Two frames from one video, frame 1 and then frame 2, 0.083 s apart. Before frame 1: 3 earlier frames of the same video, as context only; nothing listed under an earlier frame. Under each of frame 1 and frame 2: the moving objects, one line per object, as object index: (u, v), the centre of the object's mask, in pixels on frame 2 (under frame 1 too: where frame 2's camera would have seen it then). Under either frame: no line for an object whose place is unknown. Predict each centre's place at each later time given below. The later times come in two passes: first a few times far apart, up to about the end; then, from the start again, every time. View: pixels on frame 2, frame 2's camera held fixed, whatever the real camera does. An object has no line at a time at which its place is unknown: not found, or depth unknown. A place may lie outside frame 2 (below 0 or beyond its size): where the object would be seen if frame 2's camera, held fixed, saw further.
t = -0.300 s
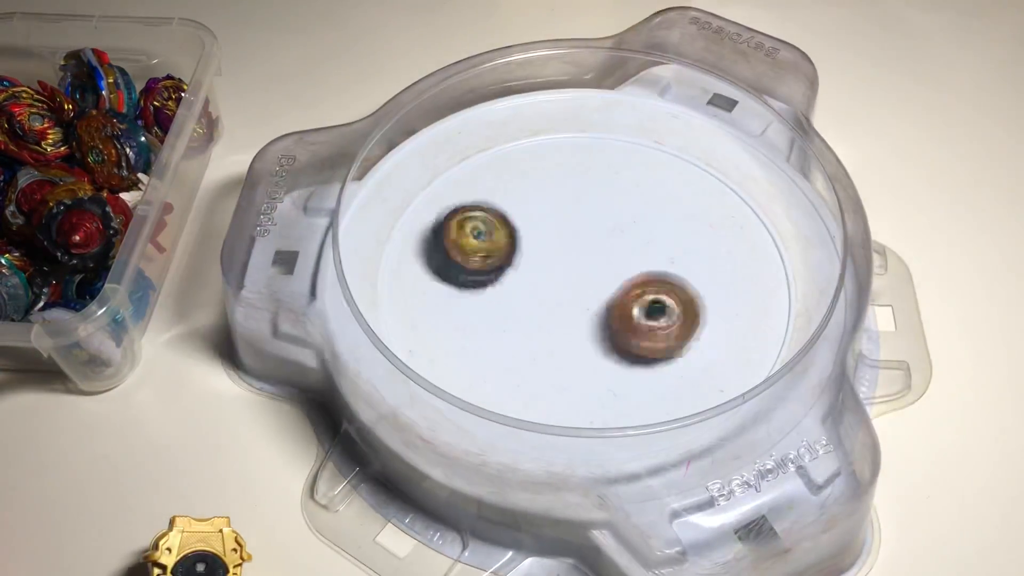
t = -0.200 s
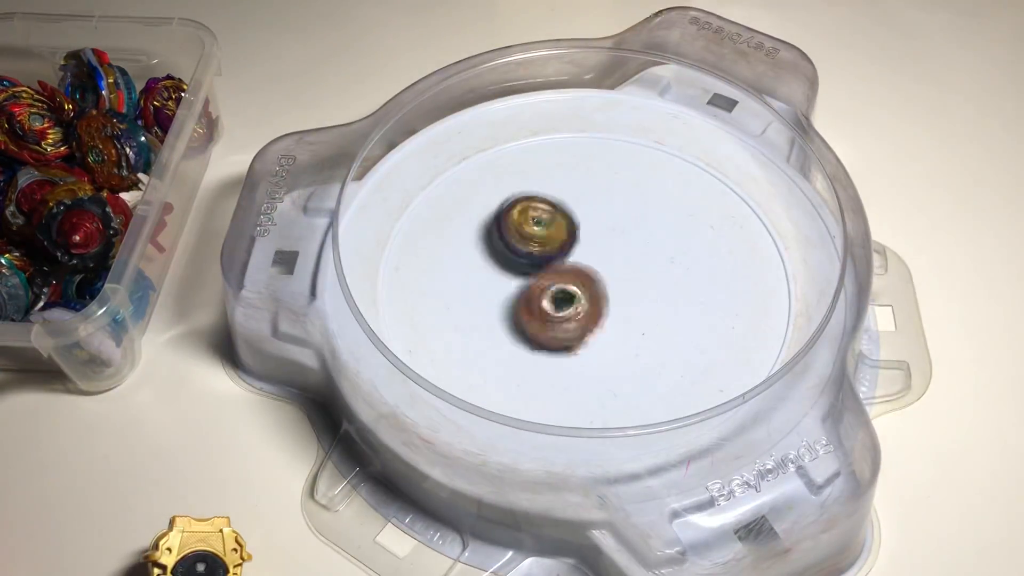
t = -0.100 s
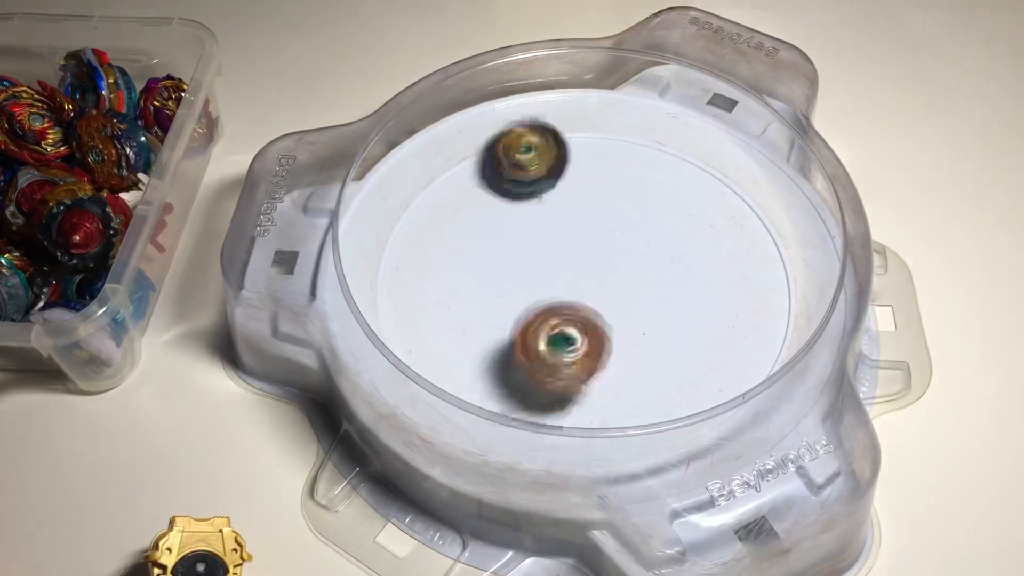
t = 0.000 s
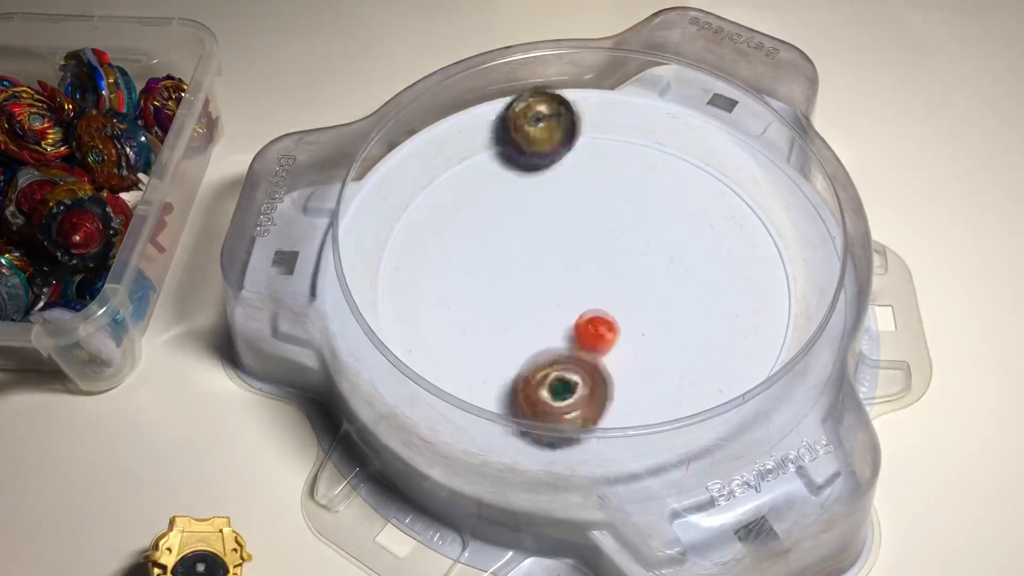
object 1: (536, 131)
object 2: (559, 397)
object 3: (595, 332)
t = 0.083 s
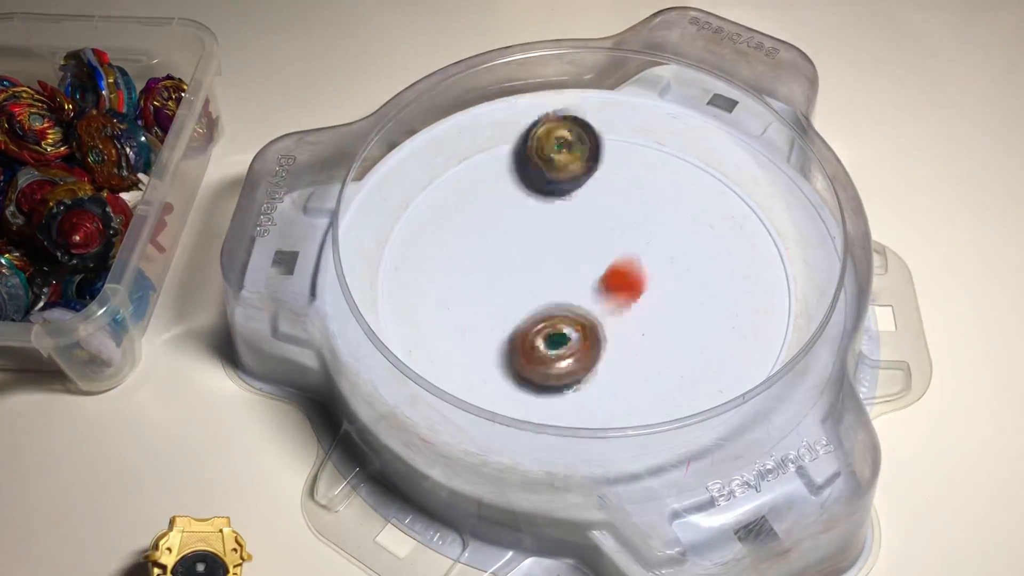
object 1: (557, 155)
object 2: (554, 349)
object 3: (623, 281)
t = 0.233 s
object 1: (548, 121)
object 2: (795, 455)
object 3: (699, 90)
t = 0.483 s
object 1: (568, 196)
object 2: (590, 405)
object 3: (689, 73)
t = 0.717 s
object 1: (620, 251)
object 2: (427, 334)
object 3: (695, 69)
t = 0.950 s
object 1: (630, 274)
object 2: (451, 322)
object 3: (697, 67)
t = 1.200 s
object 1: (629, 278)
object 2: (499, 312)
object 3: (697, 68)
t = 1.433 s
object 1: (626, 284)
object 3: (697, 67)
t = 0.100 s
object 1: (561, 160)
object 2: (558, 337)
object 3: (641, 245)
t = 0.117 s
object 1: (564, 168)
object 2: (564, 303)
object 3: (654, 210)
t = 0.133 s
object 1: (569, 174)
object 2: (568, 279)
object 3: (670, 172)
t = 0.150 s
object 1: (571, 181)
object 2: (573, 260)
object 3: (684, 137)
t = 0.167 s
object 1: (569, 175)
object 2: (611, 296)
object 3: (695, 106)
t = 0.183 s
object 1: (562, 158)
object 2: (658, 350)
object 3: (709, 80)
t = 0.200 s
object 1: (557, 145)
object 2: (707, 399)
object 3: (719, 61)
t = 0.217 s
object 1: (551, 133)
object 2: (748, 426)
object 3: (708, 77)
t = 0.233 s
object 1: (548, 121)
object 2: (795, 455)
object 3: (699, 90)
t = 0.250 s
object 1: (542, 115)
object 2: (801, 482)
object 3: (699, 90)
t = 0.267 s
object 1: (539, 107)
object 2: (798, 491)
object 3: (701, 89)
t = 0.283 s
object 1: (538, 106)
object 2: (783, 483)
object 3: (701, 87)
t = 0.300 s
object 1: (539, 109)
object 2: (785, 483)
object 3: (699, 84)
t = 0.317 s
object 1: (540, 114)
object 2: (783, 489)
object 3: (700, 75)
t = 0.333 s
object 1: (542, 121)
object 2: (772, 494)
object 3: (699, 74)
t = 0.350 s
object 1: (544, 128)
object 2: (749, 489)
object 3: (698, 72)
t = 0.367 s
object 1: (546, 135)
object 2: (728, 485)
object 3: (697, 71)
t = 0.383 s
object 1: (549, 144)
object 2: (709, 477)
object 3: (697, 72)
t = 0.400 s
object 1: (552, 151)
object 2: (690, 466)
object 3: (696, 72)
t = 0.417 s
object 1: (553, 160)
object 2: (670, 449)
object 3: (694, 73)
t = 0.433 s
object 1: (556, 168)
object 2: (650, 435)
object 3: (693, 73)
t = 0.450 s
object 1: (561, 178)
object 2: (630, 422)
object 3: (691, 73)
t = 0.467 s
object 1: (564, 186)
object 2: (609, 412)
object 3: (690, 73)
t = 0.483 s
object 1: (568, 196)
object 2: (590, 405)
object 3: (689, 73)
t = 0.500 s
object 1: (571, 206)
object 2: (573, 399)
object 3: (688, 73)
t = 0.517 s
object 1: (574, 214)
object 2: (558, 390)
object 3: (686, 74)
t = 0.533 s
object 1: (576, 221)
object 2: (544, 384)
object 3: (688, 72)
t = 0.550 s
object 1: (580, 229)
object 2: (530, 368)
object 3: (689, 72)
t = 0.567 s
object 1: (586, 235)
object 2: (519, 353)
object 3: (690, 72)
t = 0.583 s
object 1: (590, 241)
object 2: (511, 336)
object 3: (690, 72)
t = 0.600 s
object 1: (594, 242)
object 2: (504, 321)
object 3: (690, 72)
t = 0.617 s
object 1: (597, 242)
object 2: (492, 318)
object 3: (691, 72)
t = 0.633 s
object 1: (602, 242)
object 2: (478, 326)
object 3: (692, 72)
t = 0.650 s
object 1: (604, 242)
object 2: (463, 332)
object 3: (692, 71)
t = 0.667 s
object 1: (608, 241)
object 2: (453, 332)
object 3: (693, 71)
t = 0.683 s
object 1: (613, 243)
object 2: (444, 332)
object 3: (694, 70)
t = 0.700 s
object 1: (617, 247)
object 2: (435, 333)
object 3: (694, 69)
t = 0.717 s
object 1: (620, 251)
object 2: (427, 334)
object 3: (695, 69)
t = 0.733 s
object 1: (624, 254)
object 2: (423, 334)
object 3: (695, 68)
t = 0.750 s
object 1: (629, 256)
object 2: (418, 334)
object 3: (695, 68)
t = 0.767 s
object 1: (634, 259)
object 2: (413, 334)
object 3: (695, 67)
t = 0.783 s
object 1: (638, 264)
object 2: (412, 334)
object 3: (696, 67)
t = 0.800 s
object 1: (639, 266)
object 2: (414, 334)
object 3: (696, 67)
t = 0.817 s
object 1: (638, 267)
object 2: (415, 332)
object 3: (696, 67)
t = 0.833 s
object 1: (637, 269)
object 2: (419, 330)
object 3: (696, 67)
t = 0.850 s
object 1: (635, 271)
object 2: (422, 330)
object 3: (696, 67)
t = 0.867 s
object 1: (634, 273)
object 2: (426, 329)
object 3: (696, 67)
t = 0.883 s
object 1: (632, 272)
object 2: (430, 328)
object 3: (696, 67)
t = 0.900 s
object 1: (632, 271)
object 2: (435, 326)
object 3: (696, 67)
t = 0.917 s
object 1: (631, 273)
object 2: (441, 325)
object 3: (696, 67)
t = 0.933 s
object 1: (630, 274)
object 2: (446, 323)
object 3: (697, 67)
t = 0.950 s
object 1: (630, 274)
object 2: (451, 322)
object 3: (697, 67)
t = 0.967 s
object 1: (630, 273)
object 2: (456, 321)
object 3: (697, 67)
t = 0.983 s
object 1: (629, 273)
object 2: (461, 320)
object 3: (697, 68)
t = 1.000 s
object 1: (628, 274)
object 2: (466, 318)
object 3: (697, 68)
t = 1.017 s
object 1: (628, 274)
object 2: (470, 318)
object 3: (697, 68)
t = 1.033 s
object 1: (628, 274)
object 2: (475, 316)
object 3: (697, 68)
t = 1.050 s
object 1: (627, 275)
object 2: (479, 315)
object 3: (697, 68)
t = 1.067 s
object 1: (627, 276)
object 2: (482, 315)
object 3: (697, 68)
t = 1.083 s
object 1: (628, 276)
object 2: (486, 314)
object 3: (697, 68)
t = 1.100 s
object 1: (629, 276)
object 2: (489, 314)
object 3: (697, 68)
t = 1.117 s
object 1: (629, 277)
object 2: (491, 313)
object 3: (697, 68)
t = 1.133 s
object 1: (629, 278)
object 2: (494, 313)
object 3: (697, 68)
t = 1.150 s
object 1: (630, 277)
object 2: (496, 312)
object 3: (697, 68)
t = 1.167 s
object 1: (630, 278)
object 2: (497, 312)
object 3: (697, 68)
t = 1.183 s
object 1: (630, 278)
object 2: (498, 312)
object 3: (697, 68)
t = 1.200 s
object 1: (629, 278)
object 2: (499, 312)
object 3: (697, 68)
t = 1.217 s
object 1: (630, 278)
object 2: (499, 312)
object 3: (697, 67)
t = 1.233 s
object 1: (630, 278)
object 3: (697, 67)
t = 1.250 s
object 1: (628, 278)
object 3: (697, 67)
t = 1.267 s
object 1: (627, 278)
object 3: (697, 67)
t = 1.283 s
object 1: (627, 278)
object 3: (697, 67)
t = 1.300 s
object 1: (628, 279)
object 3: (697, 67)
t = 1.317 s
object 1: (626, 279)
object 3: (697, 67)
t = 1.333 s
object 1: (626, 280)
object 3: (697, 67)
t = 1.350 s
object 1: (628, 281)
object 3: (697, 67)
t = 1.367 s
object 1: (627, 282)
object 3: (697, 67)
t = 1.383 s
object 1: (626, 281)
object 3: (697, 67)
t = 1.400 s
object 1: (626, 282)
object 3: (697, 67)
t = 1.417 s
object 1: (626, 284)
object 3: (697, 67)
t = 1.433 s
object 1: (626, 284)
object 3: (697, 67)
